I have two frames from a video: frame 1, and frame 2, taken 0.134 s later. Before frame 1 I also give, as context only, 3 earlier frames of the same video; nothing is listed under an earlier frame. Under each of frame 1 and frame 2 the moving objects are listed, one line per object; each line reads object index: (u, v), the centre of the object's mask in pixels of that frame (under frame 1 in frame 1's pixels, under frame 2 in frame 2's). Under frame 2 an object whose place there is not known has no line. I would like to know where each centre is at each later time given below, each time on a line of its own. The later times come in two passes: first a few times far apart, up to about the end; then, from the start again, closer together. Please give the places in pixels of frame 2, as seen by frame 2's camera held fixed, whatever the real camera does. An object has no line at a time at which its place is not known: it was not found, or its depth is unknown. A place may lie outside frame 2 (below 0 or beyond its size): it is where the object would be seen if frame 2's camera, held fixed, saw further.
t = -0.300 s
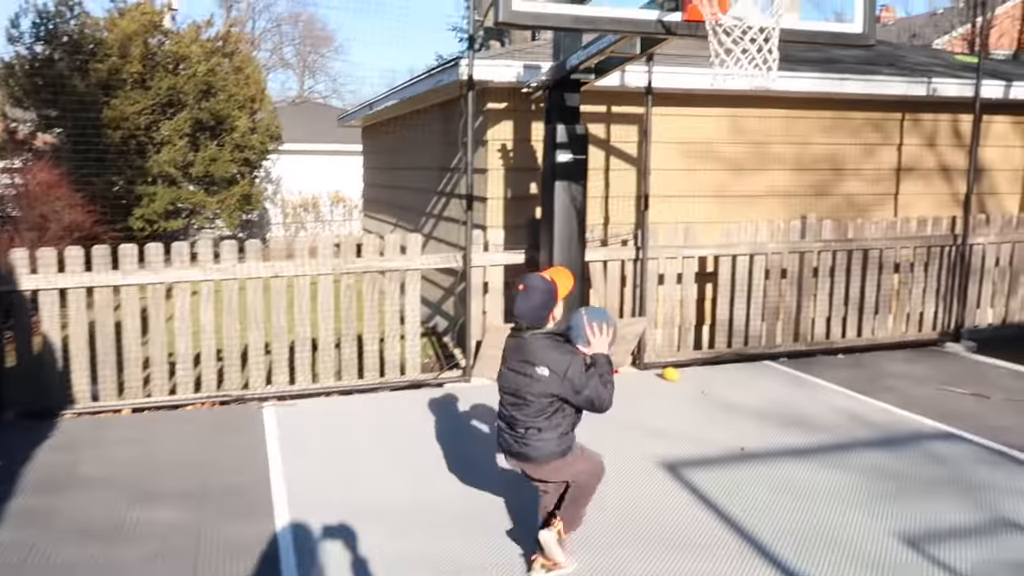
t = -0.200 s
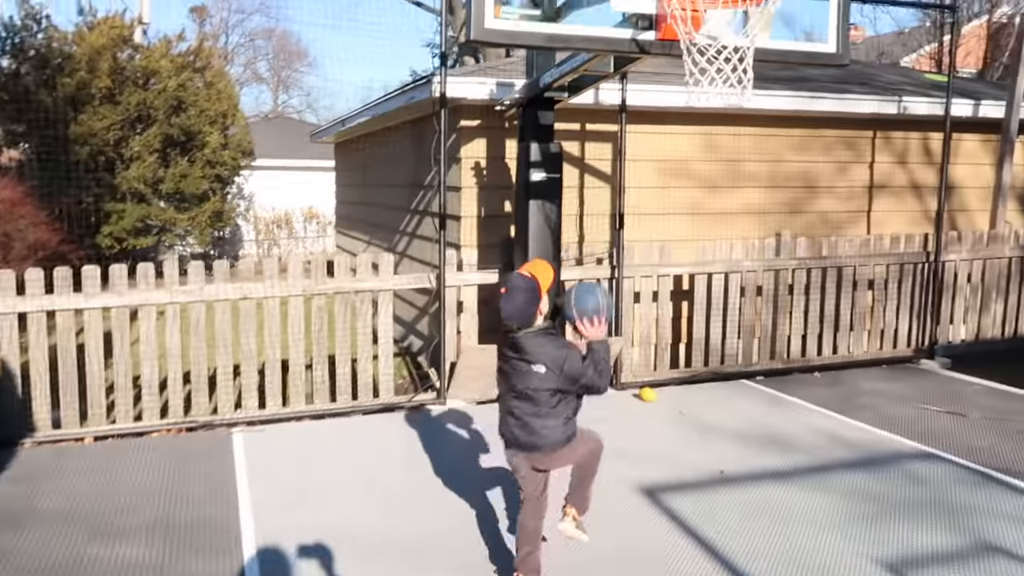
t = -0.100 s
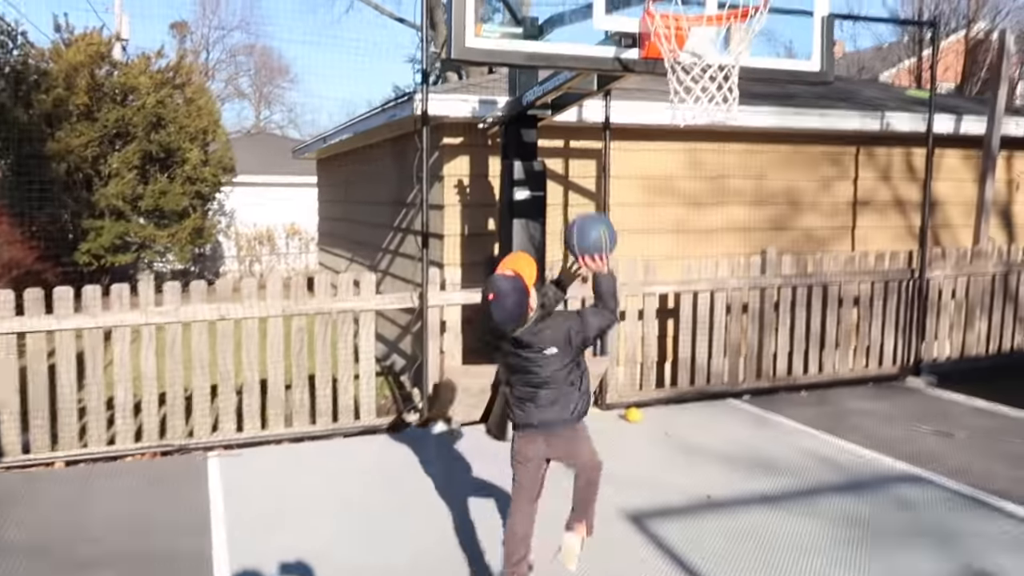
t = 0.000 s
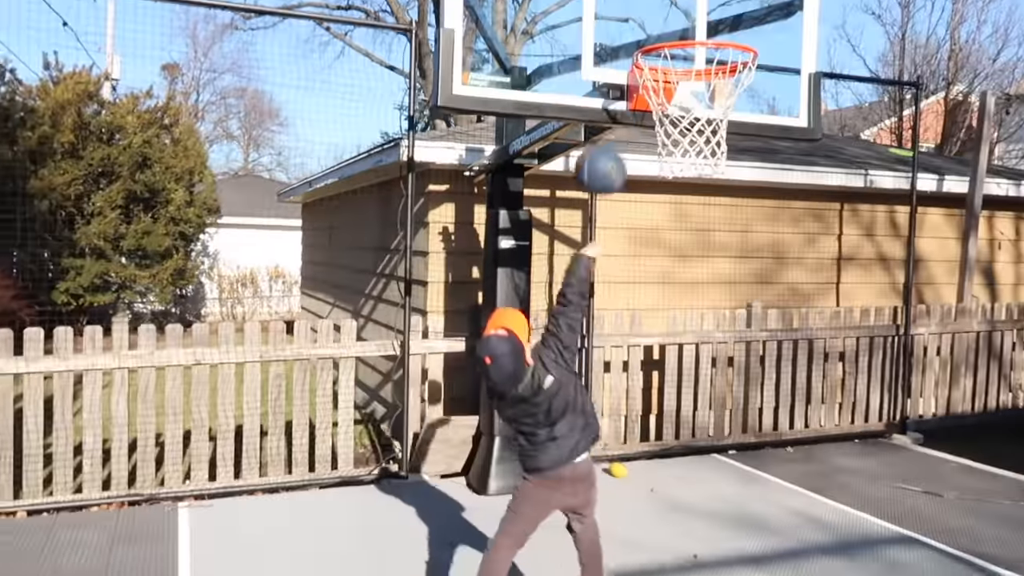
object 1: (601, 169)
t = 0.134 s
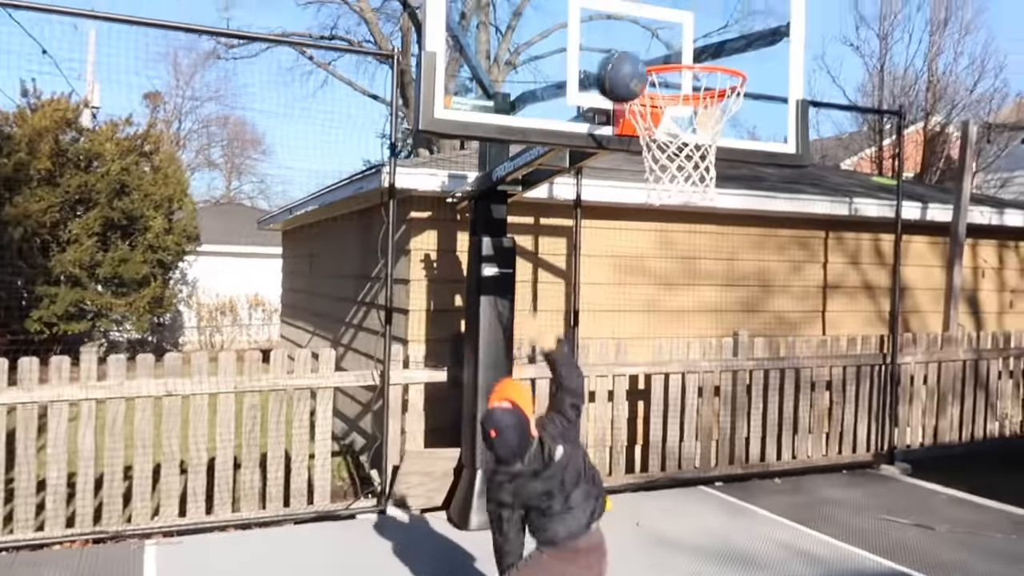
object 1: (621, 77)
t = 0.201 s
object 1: (638, 40)
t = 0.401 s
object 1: (682, 6)
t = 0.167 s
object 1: (630, 57)
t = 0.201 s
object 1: (638, 40)
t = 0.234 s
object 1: (647, 25)
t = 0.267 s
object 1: (654, 14)
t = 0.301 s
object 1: (661, 6)
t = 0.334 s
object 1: (669, 4)
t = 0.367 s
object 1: (676, 4)
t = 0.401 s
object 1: (682, 6)
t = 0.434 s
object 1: (690, 10)
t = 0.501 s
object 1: (702, 30)
